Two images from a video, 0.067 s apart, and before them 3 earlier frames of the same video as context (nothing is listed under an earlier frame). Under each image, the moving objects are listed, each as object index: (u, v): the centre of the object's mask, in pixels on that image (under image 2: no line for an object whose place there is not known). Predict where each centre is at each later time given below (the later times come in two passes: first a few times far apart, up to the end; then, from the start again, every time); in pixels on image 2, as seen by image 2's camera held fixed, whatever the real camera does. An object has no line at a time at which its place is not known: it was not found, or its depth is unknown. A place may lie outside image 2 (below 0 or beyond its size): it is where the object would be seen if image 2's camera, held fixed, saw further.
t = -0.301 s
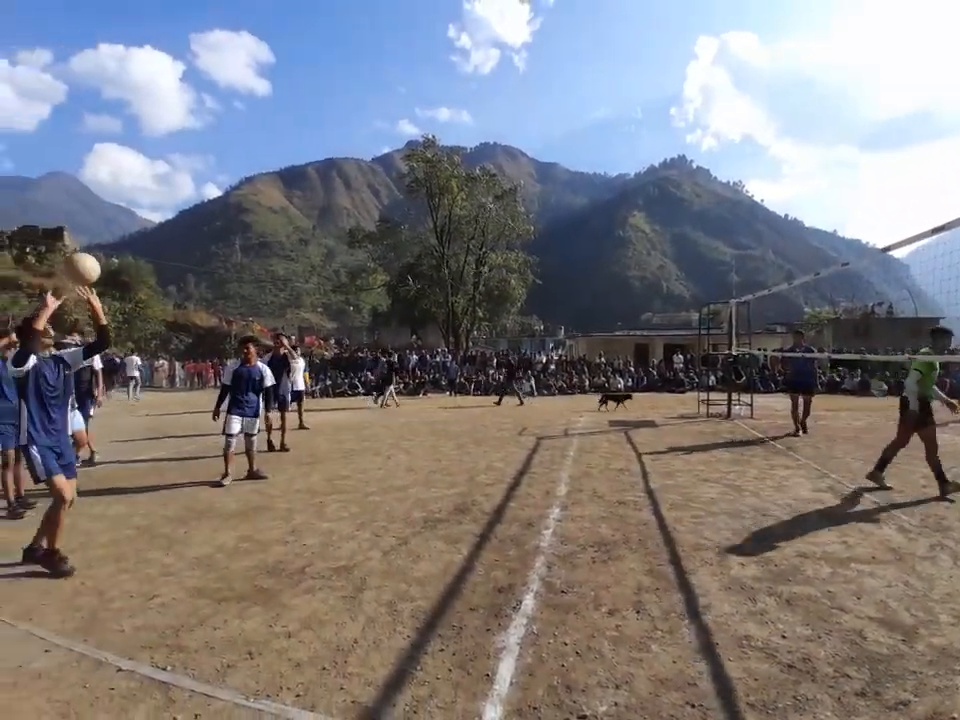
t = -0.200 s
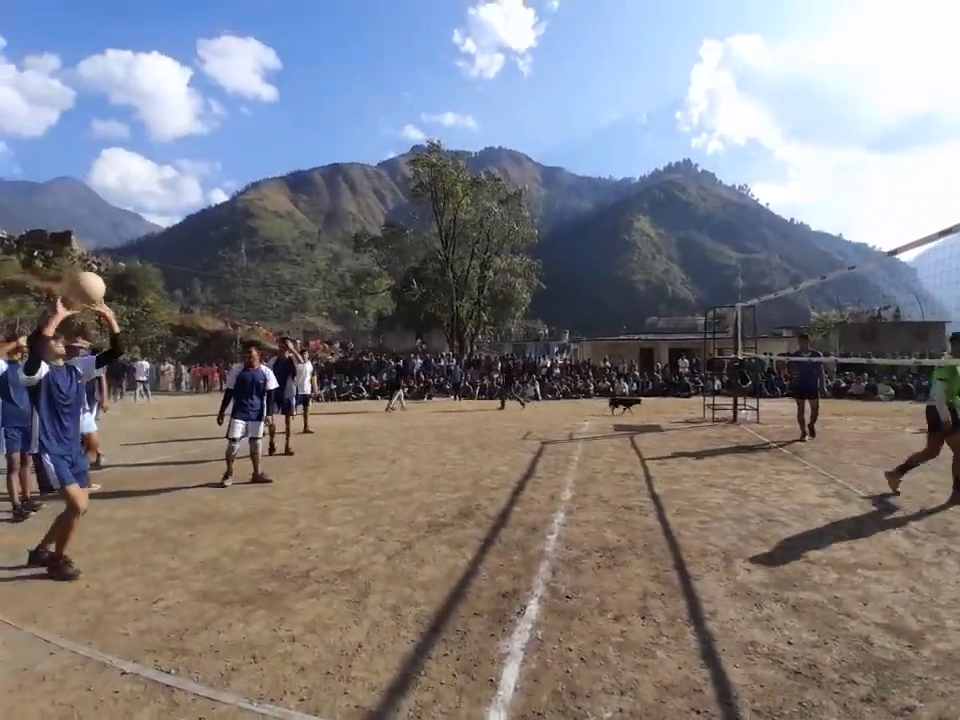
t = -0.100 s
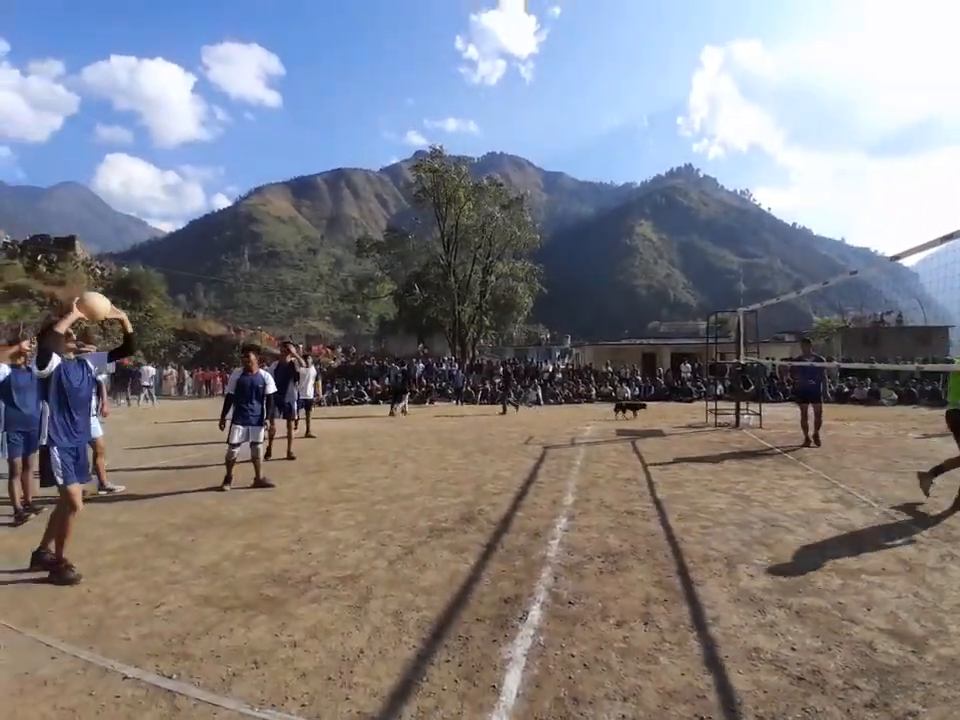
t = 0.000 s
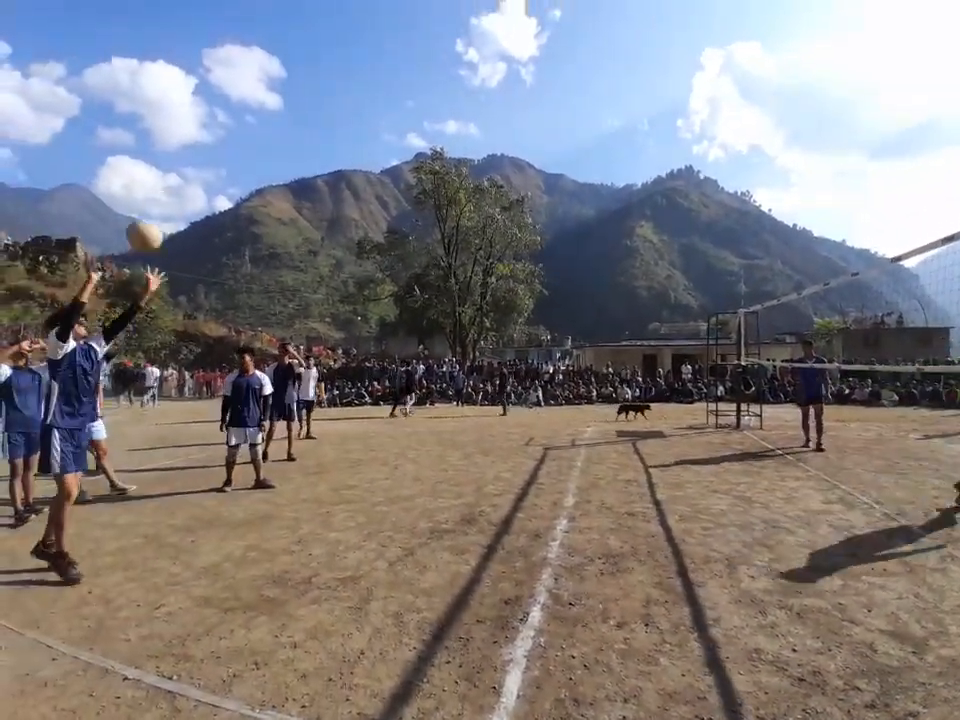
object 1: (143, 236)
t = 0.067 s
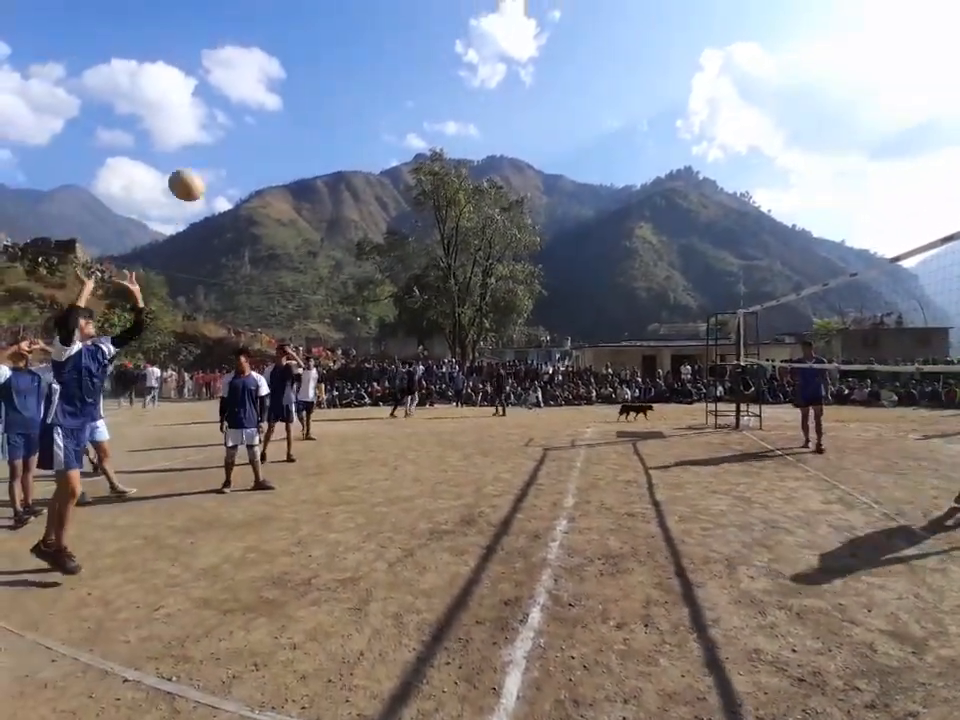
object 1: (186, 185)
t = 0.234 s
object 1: (303, 82)
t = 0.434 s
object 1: (451, 12)
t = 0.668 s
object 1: (636, 15)
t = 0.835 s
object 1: (775, 79)
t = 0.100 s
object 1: (209, 161)
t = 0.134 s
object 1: (232, 139)
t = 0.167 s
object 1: (255, 119)
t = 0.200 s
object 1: (279, 100)
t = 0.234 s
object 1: (303, 82)
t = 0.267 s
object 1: (327, 66)
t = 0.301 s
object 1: (351, 52)
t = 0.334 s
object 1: (376, 39)
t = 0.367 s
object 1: (401, 29)
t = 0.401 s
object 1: (426, 20)
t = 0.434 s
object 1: (451, 12)
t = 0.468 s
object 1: (476, 7)
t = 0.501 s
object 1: (502, 4)
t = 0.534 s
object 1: (529, 3)
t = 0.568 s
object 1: (555, 3)
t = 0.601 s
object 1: (581, 5)
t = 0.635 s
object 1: (609, 9)
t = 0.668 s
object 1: (636, 15)
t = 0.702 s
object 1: (662, 23)
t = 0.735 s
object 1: (691, 34)
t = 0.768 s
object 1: (718, 46)
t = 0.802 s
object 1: (746, 61)
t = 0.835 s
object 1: (775, 79)
